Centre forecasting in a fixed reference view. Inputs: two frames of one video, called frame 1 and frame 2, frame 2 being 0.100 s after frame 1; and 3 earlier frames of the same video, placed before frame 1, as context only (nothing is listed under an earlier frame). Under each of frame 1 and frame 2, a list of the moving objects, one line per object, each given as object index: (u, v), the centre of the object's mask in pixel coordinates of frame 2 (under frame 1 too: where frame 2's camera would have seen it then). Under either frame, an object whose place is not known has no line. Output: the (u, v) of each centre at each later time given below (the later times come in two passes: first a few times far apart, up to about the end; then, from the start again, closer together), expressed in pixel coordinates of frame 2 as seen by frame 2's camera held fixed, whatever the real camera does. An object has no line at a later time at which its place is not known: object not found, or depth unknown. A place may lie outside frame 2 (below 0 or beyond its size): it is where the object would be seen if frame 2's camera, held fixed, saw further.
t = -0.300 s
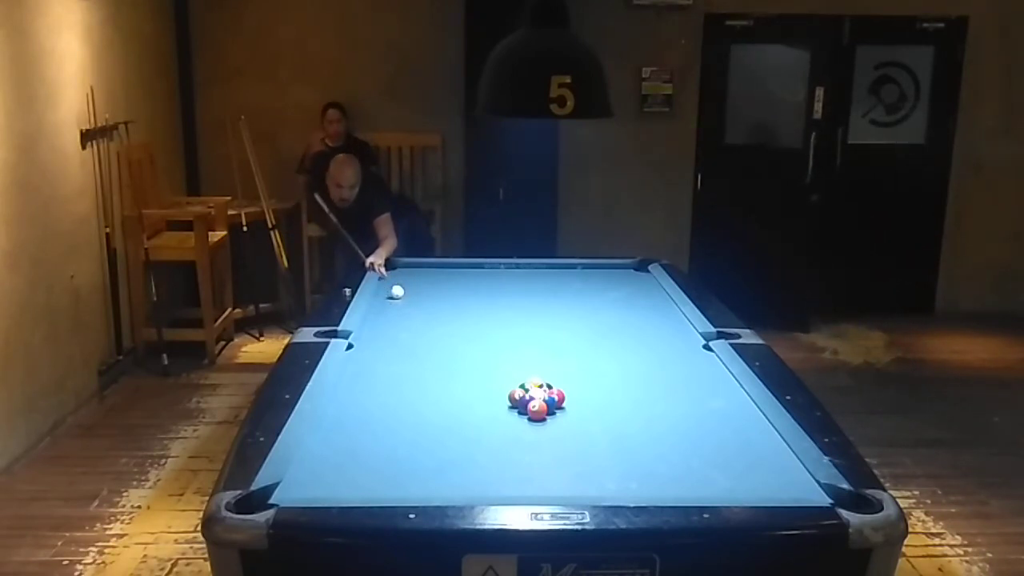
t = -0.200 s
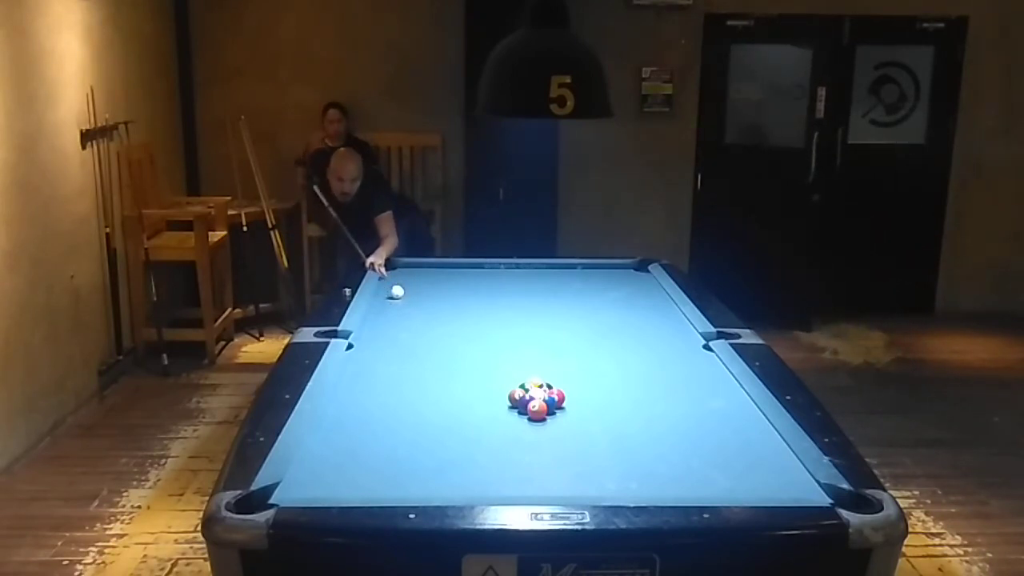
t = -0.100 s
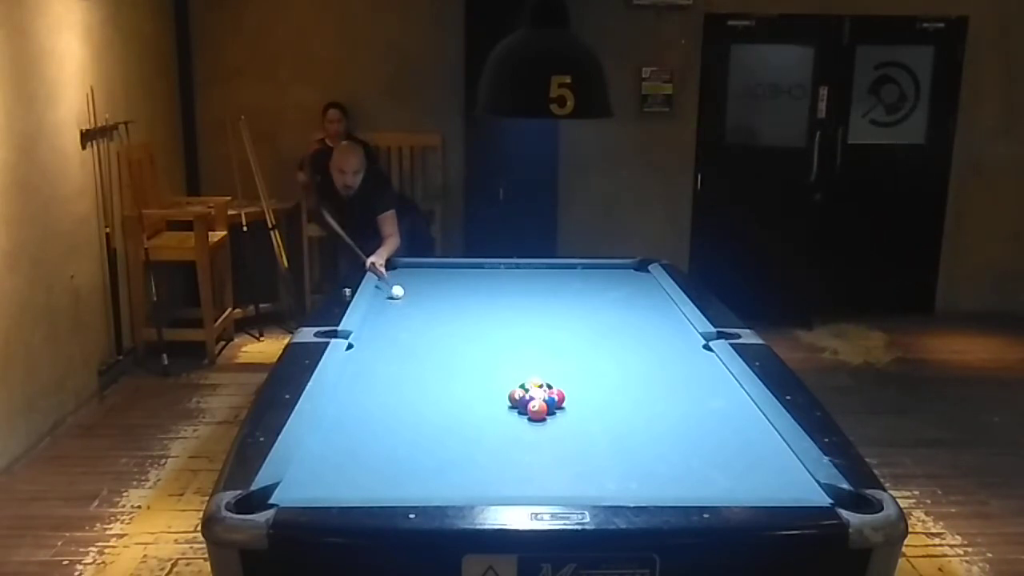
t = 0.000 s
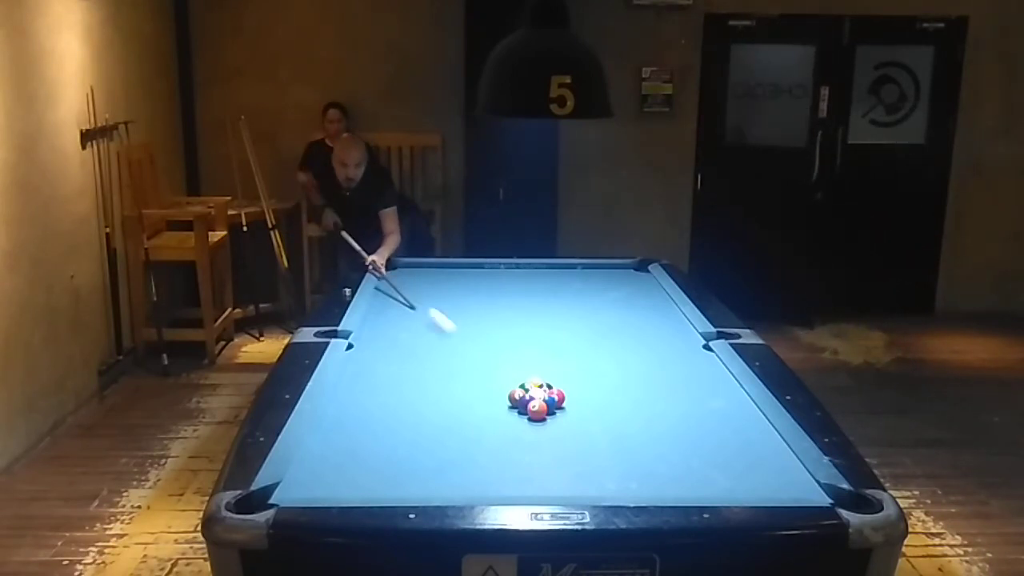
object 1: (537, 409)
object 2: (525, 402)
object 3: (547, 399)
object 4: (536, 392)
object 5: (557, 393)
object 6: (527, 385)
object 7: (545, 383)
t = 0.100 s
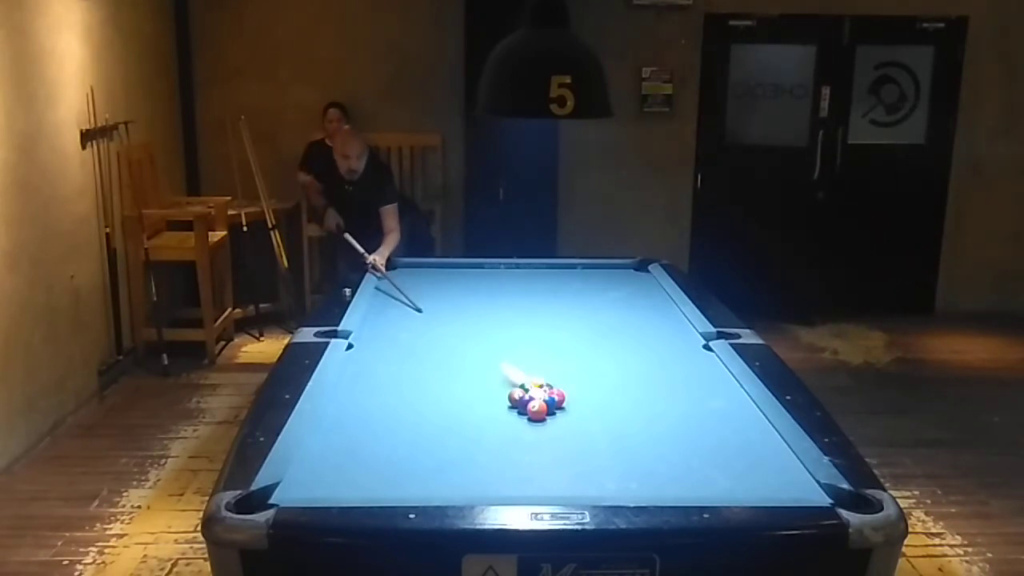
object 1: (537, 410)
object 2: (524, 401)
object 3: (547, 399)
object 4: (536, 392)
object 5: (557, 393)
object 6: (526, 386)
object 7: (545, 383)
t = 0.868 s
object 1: (411, 469)
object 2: (430, 460)
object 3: (694, 484)
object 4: (565, 392)
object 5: (585, 487)
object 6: (510, 382)
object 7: (599, 341)
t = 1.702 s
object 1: (344, 421)
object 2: (379, 431)
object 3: (750, 451)
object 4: (599, 381)
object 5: (421, 443)
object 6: (503, 378)
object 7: (409, 304)
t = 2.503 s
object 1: (353, 397)
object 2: (348, 413)
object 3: (755, 430)
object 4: (639, 368)
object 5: (420, 409)
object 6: (503, 377)
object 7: (433, 293)
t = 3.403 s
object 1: (379, 386)
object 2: (331, 401)
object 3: (736, 435)
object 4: (667, 359)
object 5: (418, 386)
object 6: (503, 377)
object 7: (501, 287)
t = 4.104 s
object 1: (387, 383)
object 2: (332, 401)
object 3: (733, 436)
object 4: (677, 355)
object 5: (416, 376)
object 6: (503, 377)
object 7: (541, 283)
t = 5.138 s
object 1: (388, 383)
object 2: (332, 401)
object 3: (733, 436)
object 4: (679, 354)
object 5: (417, 369)
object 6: (503, 377)
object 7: (578, 281)
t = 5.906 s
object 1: (387, 383)
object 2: (332, 401)
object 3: (734, 436)
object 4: (679, 354)
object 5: (417, 369)
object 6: (503, 377)
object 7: (591, 281)
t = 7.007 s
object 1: (388, 383)
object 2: (332, 401)
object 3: (734, 436)
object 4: (679, 354)
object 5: (417, 369)
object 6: (503, 377)
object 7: (592, 281)
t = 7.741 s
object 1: (388, 383)
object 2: (332, 401)
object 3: (734, 436)
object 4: (679, 354)
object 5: (417, 369)
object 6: (503, 377)
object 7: (592, 281)
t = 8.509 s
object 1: (388, 383)
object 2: (331, 400)
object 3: (734, 436)
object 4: (679, 354)
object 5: (417, 369)
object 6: (503, 377)
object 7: (592, 281)
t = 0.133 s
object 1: (531, 414)
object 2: (518, 404)
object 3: (551, 405)
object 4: (537, 393)
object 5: (577, 399)
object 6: (521, 391)
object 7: (563, 385)
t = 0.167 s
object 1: (524, 421)
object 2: (509, 409)
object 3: (558, 410)
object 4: (539, 397)
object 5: (615, 413)
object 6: (523, 392)
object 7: (583, 386)
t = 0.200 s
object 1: (517, 428)
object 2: (503, 417)
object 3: (564, 413)
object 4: (540, 397)
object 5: (647, 420)
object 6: (523, 391)
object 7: (603, 384)
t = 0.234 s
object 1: (511, 434)
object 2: (499, 422)
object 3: (570, 417)
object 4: (542, 397)
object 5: (678, 429)
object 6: (523, 391)
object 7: (618, 381)
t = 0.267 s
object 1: (504, 440)
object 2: (494, 428)
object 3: (576, 420)
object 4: (544, 396)
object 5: (709, 436)
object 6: (522, 390)
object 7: (634, 379)
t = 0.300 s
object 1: (498, 446)
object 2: (489, 433)
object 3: (582, 423)
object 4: (545, 395)
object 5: (742, 444)
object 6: (521, 389)
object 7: (647, 376)
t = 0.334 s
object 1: (492, 453)
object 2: (484, 438)
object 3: (587, 426)
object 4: (546, 395)
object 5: (771, 451)
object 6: (520, 389)
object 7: (661, 374)
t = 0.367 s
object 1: (485, 459)
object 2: (479, 444)
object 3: (593, 430)
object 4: (548, 395)
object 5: (778, 456)
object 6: (520, 388)
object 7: (675, 371)
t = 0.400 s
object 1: (478, 466)
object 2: (473, 450)
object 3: (599, 433)
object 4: (549, 395)
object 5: (765, 459)
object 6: (519, 387)
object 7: (688, 369)
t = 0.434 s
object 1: (470, 474)
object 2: (468, 457)
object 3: (605, 436)
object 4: (551, 395)
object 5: (753, 462)
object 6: (518, 387)
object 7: (700, 367)
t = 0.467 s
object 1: (464, 480)
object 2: (463, 464)
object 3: (612, 440)
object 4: (552, 394)
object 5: (741, 465)
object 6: (517, 386)
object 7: (712, 365)
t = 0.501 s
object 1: (456, 486)
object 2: (459, 471)
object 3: (618, 443)
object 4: (553, 394)
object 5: (729, 468)
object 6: (516, 387)
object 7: (709, 362)
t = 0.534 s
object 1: (448, 490)
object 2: (454, 479)
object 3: (625, 446)
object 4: (554, 394)
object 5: (717, 472)
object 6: (516, 386)
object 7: (698, 360)
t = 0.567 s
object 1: (444, 488)
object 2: (452, 477)
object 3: (631, 450)
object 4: (556, 393)
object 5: (704, 475)
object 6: (515, 386)
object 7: (684, 354)
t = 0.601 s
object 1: (440, 487)
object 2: (450, 473)
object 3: (638, 453)
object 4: (557, 393)
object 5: (692, 478)
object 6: (515, 385)
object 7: (676, 356)
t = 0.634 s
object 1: (436, 486)
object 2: (447, 471)
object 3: (644, 457)
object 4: (558, 393)
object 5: (679, 481)
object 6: (514, 385)
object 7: (666, 355)
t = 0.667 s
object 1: (433, 484)
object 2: (445, 469)
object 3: (651, 461)
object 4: (559, 392)
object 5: (666, 483)
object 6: (513, 384)
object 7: (657, 352)
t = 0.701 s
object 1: (429, 482)
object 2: (443, 468)
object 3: (658, 464)
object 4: (560, 392)
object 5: (654, 485)
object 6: (513, 384)
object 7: (646, 350)
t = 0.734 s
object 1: (425, 480)
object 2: (440, 466)
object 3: (665, 469)
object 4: (561, 392)
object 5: (640, 487)
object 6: (512, 383)
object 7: (636, 348)
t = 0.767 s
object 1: (422, 476)
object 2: (437, 464)
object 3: (673, 473)
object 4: (562, 392)
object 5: (626, 489)
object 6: (512, 383)
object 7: (627, 346)
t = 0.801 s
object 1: (418, 474)
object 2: (435, 463)
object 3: (679, 477)
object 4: (563, 392)
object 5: (613, 489)
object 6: (511, 382)
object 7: (617, 345)
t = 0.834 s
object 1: (415, 471)
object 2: (432, 461)
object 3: (687, 480)
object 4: (564, 392)
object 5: (598, 488)
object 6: (511, 382)
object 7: (608, 343)
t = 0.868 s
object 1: (411, 469)
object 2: (430, 460)
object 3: (694, 484)
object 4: (565, 392)
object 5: (585, 487)
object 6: (510, 382)
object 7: (599, 341)
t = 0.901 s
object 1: (408, 467)
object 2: (427, 459)
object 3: (702, 487)
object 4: (566, 391)
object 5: (572, 486)
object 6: (510, 381)
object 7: (590, 339)
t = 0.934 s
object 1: (405, 465)
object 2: (425, 457)
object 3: (709, 489)
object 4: (566, 391)
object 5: (558, 484)
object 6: (510, 381)
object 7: (581, 337)
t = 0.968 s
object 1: (402, 463)
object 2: (422, 456)
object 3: (715, 490)
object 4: (567, 391)
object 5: (545, 483)
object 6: (509, 381)
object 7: (572, 336)
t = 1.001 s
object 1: (399, 460)
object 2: (420, 455)
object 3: (717, 489)
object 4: (568, 391)
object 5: (532, 481)
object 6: (509, 381)
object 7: (564, 334)
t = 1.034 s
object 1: (396, 458)
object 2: (417, 454)
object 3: (719, 488)
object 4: (569, 390)
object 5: (520, 479)
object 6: (508, 381)
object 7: (556, 333)
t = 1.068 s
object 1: (393, 456)
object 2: (415, 452)
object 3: (721, 487)
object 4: (570, 390)
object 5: (507, 478)
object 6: (509, 380)
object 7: (547, 331)
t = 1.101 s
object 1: (390, 454)
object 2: (413, 451)
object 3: (723, 485)
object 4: (570, 390)
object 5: (495, 476)
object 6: (508, 378)
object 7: (539, 330)
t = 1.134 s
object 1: (387, 452)
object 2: (411, 450)
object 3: (724, 484)
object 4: (571, 390)
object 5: (482, 474)
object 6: (506, 379)
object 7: (531, 328)
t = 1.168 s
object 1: (384, 450)
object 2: (409, 448)
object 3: (726, 482)
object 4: (572, 389)
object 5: (470, 472)
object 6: (507, 380)
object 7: (524, 326)
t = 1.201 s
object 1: (381, 447)
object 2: (407, 447)
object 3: (728, 479)
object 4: (572, 390)
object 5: (458, 471)
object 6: (506, 379)
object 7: (515, 325)
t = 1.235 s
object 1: (378, 446)
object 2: (405, 446)
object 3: (729, 477)
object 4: (573, 389)
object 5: (446, 469)
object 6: (506, 379)
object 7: (507, 324)
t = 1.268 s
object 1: (375, 444)
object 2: (403, 445)
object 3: (731, 475)
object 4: (573, 389)
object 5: (435, 467)
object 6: (506, 379)
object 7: (500, 322)
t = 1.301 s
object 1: (373, 442)
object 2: (401, 444)
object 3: (733, 473)
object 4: (574, 389)
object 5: (423, 466)
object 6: (505, 379)
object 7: (493, 320)
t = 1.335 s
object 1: (370, 440)
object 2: (399, 443)
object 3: (734, 471)
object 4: (577, 388)
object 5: (417, 464)
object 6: (505, 379)
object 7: (485, 319)
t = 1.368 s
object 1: (367, 438)
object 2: (397, 441)
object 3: (736, 469)
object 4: (581, 385)
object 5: (420, 462)
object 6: (505, 379)
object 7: (477, 318)
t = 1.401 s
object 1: (365, 436)
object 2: (395, 440)
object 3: (737, 467)
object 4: (581, 384)
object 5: (421, 460)
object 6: (504, 379)
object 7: (470, 316)
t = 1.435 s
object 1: (362, 434)
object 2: (393, 439)
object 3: (739, 465)
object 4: (582, 383)
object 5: (421, 458)
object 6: (504, 379)
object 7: (463, 315)
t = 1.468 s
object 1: (360, 433)
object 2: (391, 438)
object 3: (740, 463)
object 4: (584, 384)
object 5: (421, 456)
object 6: (504, 378)
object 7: (456, 314)
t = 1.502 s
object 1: (358, 431)
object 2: (390, 437)
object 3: (742, 461)
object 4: (586, 384)
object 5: (421, 454)
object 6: (504, 378)
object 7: (449, 312)
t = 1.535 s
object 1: (355, 429)
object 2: (388, 436)
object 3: (743, 459)
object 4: (589, 385)
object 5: (421, 452)
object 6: (504, 378)
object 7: (442, 311)
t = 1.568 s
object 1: (353, 428)
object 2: (386, 435)
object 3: (745, 457)
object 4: (591, 384)
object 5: (421, 450)
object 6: (504, 378)
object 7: (435, 310)
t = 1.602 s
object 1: (351, 426)
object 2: (384, 434)
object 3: (746, 456)
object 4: (593, 383)
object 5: (421, 448)
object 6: (504, 378)
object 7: (429, 308)
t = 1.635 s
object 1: (348, 424)
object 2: (382, 433)
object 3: (747, 454)
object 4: (595, 382)
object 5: (421, 446)
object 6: (504, 378)
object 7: (422, 307)
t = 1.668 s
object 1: (346, 423)
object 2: (381, 432)
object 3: (749, 452)
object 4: (597, 382)
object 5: (421, 444)
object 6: (503, 378)
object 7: (415, 306)
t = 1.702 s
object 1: (344, 421)
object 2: (379, 431)
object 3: (750, 451)
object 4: (599, 381)
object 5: (421, 443)
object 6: (503, 378)
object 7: (409, 304)
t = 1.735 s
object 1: (342, 420)
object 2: (377, 430)
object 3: (752, 449)
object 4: (601, 380)
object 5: (421, 441)
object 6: (503, 378)
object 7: (403, 303)
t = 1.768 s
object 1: (340, 418)
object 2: (376, 429)
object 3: (753, 448)
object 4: (603, 380)
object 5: (421, 439)
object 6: (503, 378)
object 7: (396, 302)
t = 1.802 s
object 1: (338, 417)
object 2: (374, 428)
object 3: (754, 446)
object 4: (605, 379)
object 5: (421, 437)
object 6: (503, 378)
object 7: (390, 301)
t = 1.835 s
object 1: (336, 415)
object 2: (373, 427)
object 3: (755, 445)
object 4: (607, 378)
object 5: (421, 436)
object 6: (503, 378)
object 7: (384, 300)
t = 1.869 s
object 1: (334, 414)
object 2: (371, 426)
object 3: (756, 443)
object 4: (609, 378)
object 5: (421, 435)
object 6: (503, 377)
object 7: (378, 299)
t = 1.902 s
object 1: (331, 412)
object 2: (370, 425)
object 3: (758, 441)
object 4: (610, 377)
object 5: (421, 433)
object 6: (503, 377)
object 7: (376, 298)
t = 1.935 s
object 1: (330, 411)
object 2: (368, 425)
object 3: (759, 440)
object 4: (612, 377)
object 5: (421, 431)
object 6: (503, 377)
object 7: (379, 297)
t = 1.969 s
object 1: (328, 410)
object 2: (367, 424)
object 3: (760, 439)
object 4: (614, 376)
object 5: (420, 430)
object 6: (503, 378)
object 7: (383, 297)
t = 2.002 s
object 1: (330, 409)
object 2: (366, 423)
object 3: (761, 437)
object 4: (616, 375)
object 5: (421, 428)
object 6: (503, 377)
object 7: (387, 297)
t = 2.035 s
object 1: (332, 408)
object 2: (364, 422)
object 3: (762, 436)
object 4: (618, 375)
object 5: (420, 427)
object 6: (503, 377)
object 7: (390, 297)
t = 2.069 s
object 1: (334, 408)
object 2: (363, 422)
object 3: (764, 435)
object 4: (619, 374)
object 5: (420, 426)
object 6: (503, 377)
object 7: (393, 296)
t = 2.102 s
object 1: (335, 407)
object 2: (362, 421)
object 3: (765, 434)
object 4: (621, 374)
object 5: (421, 424)
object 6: (503, 377)
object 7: (397, 296)
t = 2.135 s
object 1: (337, 406)
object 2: (360, 420)
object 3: (766, 432)
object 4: (623, 373)
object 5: (420, 422)
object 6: (503, 377)
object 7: (400, 296)
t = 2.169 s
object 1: (338, 405)
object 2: (359, 419)
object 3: (766, 431)
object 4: (624, 373)
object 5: (420, 421)
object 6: (503, 377)
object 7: (403, 295)
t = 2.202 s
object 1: (340, 404)
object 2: (358, 419)
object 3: (764, 430)
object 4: (626, 372)
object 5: (420, 420)
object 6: (503, 377)
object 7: (406, 295)
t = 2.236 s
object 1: (342, 404)
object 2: (357, 418)
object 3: (762, 429)
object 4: (627, 372)
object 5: (420, 419)
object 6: (503, 377)
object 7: (410, 295)
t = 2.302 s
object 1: (345, 402)
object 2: (355, 417)
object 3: (764, 429)
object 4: (631, 371)
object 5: (420, 416)
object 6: (503, 377)
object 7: (416, 294)
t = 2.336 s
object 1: (346, 401)
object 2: (354, 417)
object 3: (762, 429)
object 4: (632, 370)
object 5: (420, 415)
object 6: (503, 377)
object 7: (419, 294)
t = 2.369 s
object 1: (347, 400)
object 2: (352, 416)
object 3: (760, 429)
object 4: (634, 370)
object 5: (420, 413)
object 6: (503, 377)
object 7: (422, 294)
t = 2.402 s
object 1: (349, 399)
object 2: (351, 415)
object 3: (758, 429)
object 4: (636, 370)
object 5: (420, 413)
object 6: (503, 377)
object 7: (425, 294)
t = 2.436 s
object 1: (350, 399)
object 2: (350, 414)
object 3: (757, 429)
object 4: (637, 369)
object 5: (420, 412)
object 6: (503, 377)
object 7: (428, 293)
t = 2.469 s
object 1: (352, 397)
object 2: (349, 413)
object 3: (757, 429)
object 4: (638, 368)
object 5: (420, 410)
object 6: (503, 377)
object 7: (431, 293)
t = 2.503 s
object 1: (353, 397)
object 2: (348, 413)
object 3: (755, 430)
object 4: (639, 368)
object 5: (420, 409)
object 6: (503, 377)
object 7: (433, 293)
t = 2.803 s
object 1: (363, 394)
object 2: (340, 408)
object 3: (746, 432)
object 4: (651, 365)
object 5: (419, 400)
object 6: (503, 377)
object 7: (458, 291)
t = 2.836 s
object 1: (365, 393)
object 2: (339, 408)
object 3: (746, 432)
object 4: (652, 364)
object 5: (419, 399)
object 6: (503, 377)
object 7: (461, 290)
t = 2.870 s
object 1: (366, 393)
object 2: (339, 407)
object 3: (745, 432)
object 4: (653, 364)
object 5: (419, 398)
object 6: (503, 377)
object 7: (464, 290)
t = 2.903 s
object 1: (367, 392)
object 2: (338, 407)
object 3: (744, 433)
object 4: (654, 364)
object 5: (419, 397)
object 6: (503, 377)
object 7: (466, 290)
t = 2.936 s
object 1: (367, 392)
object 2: (338, 406)
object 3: (743, 432)
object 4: (655, 364)
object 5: (419, 396)
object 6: (503, 377)
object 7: (469, 290)
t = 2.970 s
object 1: (368, 391)
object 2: (337, 406)
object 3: (743, 433)
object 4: (656, 363)
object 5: (419, 396)
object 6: (503, 377)
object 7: (471, 290)
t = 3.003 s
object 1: (370, 391)
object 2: (336, 405)
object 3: (742, 433)
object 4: (657, 363)
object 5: (419, 394)
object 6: (503, 377)
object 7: (474, 289)
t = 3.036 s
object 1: (370, 390)
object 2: (336, 405)
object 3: (741, 433)
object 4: (658, 362)
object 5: (419, 394)
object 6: (503, 377)
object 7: (476, 289)
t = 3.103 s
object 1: (372, 390)
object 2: (335, 404)
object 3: (740, 434)
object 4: (660, 362)
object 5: (419, 393)
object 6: (503, 377)
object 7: (481, 288)
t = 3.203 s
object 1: (375, 388)
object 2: (333, 403)
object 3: (738, 434)
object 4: (663, 361)
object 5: (418, 390)
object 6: (503, 377)
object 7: (488, 288)
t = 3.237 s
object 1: (375, 388)
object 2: (333, 403)
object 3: (738, 434)
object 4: (664, 360)
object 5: (418, 390)
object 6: (503, 377)
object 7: (490, 288)
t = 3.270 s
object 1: (376, 388)
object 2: (332, 402)
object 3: (737, 434)
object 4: (664, 360)
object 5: (418, 389)
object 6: (503, 377)
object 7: (492, 287)
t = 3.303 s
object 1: (377, 387)
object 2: (332, 402)
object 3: (737, 434)
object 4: (665, 360)
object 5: (418, 388)
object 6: (503, 377)
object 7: (495, 287)
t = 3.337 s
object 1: (377, 387)
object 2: (332, 402)
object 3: (736, 435)
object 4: (666, 360)
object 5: (418, 387)
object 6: (503, 377)
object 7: (497, 287)
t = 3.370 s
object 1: (378, 387)
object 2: (331, 402)
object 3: (736, 435)
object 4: (667, 360)
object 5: (418, 387)
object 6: (503, 377)
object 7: (499, 287)
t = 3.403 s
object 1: (379, 386)
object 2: (331, 401)
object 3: (736, 435)
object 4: (667, 359)
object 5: (418, 386)
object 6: (503, 377)
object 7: (501, 287)
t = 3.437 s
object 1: (379, 386)
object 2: (332, 401)
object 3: (735, 435)
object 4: (668, 359)
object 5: (417, 386)
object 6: (503, 377)
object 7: (503, 286)
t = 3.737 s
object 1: (384, 384)
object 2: (332, 401)
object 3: (734, 436)
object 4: (673, 357)
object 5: (417, 381)
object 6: (503, 377)
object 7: (521, 284)
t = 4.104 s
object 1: (387, 383)
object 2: (332, 401)
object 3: (733, 436)
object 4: (677, 355)
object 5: (416, 376)
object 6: (503, 377)
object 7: (541, 283)
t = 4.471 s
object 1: (388, 383)
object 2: (332, 401)
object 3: (733, 436)
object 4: (679, 354)
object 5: (416, 373)
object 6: (503, 377)
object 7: (557, 282)
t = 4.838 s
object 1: (388, 383)
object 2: (332, 401)
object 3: (733, 436)
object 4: (679, 354)
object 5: (416, 370)
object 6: (503, 377)
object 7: (570, 282)
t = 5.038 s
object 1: (388, 383)
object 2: (332, 401)
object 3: (734, 436)
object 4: (679, 354)
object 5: (416, 369)
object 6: (503, 377)
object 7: (576, 281)
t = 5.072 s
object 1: (388, 383)
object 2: (332, 401)
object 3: (733, 436)
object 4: (679, 354)
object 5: (416, 369)
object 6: (503, 377)
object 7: (577, 281)
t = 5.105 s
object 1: (388, 383)
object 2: (332, 401)
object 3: (733, 436)
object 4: (679, 354)
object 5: (417, 369)
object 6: (503, 377)
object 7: (577, 281)
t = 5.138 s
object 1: (388, 383)
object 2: (332, 401)
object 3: (733, 436)
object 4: (679, 354)
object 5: (417, 369)
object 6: (503, 377)
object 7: (578, 281)
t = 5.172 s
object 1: (388, 383)
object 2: (332, 401)
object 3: (733, 436)
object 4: (679, 354)
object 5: (417, 369)
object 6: (503, 377)
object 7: (579, 281)
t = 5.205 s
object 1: (388, 383)
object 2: (332, 401)
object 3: (733, 436)
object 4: (679, 354)
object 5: (417, 369)
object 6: (503, 377)
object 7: (580, 281)
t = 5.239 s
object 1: (388, 383)
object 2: (332, 401)
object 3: (733, 436)
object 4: (679, 354)
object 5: (417, 369)
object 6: (503, 377)
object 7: (580, 281)
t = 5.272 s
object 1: (388, 383)
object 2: (332, 401)
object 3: (734, 436)
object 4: (679, 354)
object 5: (417, 369)
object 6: (503, 377)
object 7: (581, 281)
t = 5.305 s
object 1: (388, 383)
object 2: (332, 401)
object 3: (734, 436)
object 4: (679, 354)
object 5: (417, 369)
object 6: (503, 377)
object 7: (582, 281)
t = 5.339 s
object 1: (388, 383)
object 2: (332, 401)
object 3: (734, 436)
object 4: (679, 354)
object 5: (416, 369)
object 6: (503, 377)
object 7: (583, 281)
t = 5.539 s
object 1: (387, 383)
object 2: (332, 401)
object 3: (733, 436)
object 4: (679, 354)
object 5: (417, 369)
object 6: (503, 377)
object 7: (587, 281)
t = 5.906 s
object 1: (387, 383)
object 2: (332, 401)
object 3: (734, 436)
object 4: (679, 354)
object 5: (417, 369)
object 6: (503, 377)
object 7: (591, 281)
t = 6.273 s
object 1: (388, 383)
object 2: (332, 401)
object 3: (734, 436)
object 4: (679, 354)
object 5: (417, 369)
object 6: (503, 377)
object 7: (592, 281)
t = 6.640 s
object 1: (388, 383)
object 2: (332, 401)
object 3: (734, 436)
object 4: (679, 354)
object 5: (417, 369)
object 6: (503, 377)
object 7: (592, 281)
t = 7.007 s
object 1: (388, 383)
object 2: (332, 401)
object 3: (734, 436)
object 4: (679, 354)
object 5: (417, 369)
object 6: (503, 377)
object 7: (592, 281)
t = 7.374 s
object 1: (388, 383)
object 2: (332, 401)
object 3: (734, 436)
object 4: (679, 354)
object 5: (417, 369)
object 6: (503, 377)
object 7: (592, 281)
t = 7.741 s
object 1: (388, 383)
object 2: (332, 401)
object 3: (734, 436)
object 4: (679, 354)
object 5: (417, 369)
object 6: (503, 377)
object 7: (592, 281)
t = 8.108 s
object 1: (388, 383)
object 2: (331, 401)
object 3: (734, 436)
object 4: (679, 354)
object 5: (417, 369)
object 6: (503, 377)
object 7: (592, 281)
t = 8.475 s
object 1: (388, 383)
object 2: (332, 401)
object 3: (733, 436)
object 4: (679, 354)
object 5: (417, 369)
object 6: (503, 377)
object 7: (592, 281)
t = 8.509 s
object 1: (388, 383)
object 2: (331, 400)
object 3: (734, 436)
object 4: (679, 354)
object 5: (417, 369)
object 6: (503, 377)
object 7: (592, 281)
